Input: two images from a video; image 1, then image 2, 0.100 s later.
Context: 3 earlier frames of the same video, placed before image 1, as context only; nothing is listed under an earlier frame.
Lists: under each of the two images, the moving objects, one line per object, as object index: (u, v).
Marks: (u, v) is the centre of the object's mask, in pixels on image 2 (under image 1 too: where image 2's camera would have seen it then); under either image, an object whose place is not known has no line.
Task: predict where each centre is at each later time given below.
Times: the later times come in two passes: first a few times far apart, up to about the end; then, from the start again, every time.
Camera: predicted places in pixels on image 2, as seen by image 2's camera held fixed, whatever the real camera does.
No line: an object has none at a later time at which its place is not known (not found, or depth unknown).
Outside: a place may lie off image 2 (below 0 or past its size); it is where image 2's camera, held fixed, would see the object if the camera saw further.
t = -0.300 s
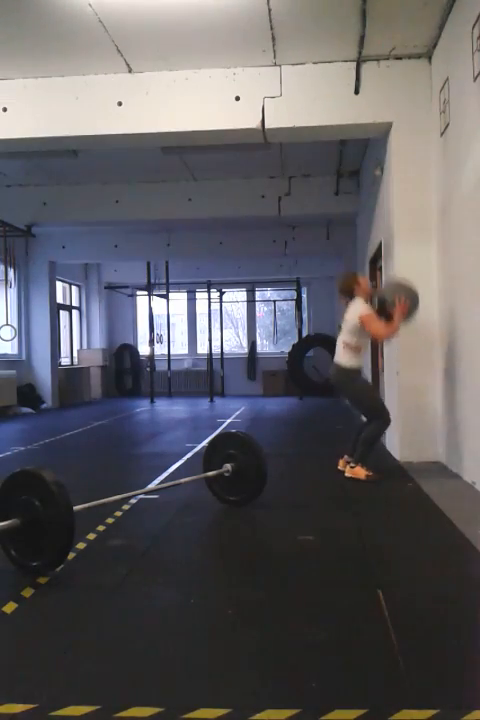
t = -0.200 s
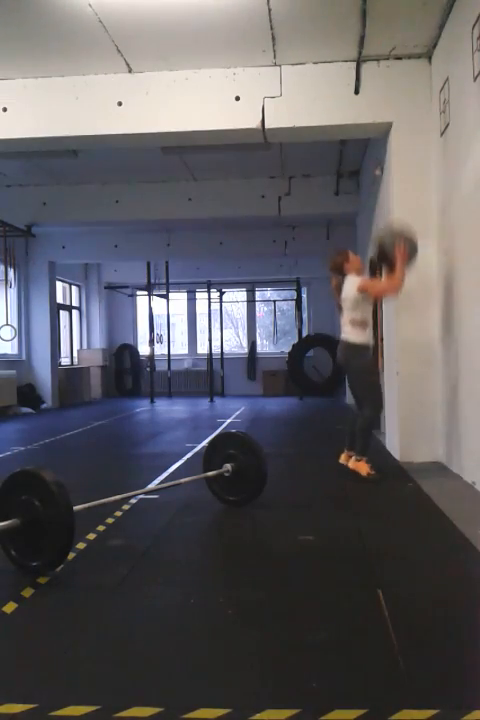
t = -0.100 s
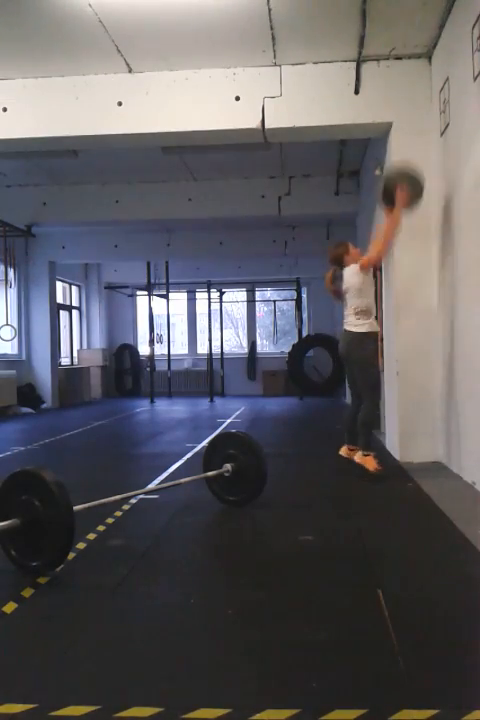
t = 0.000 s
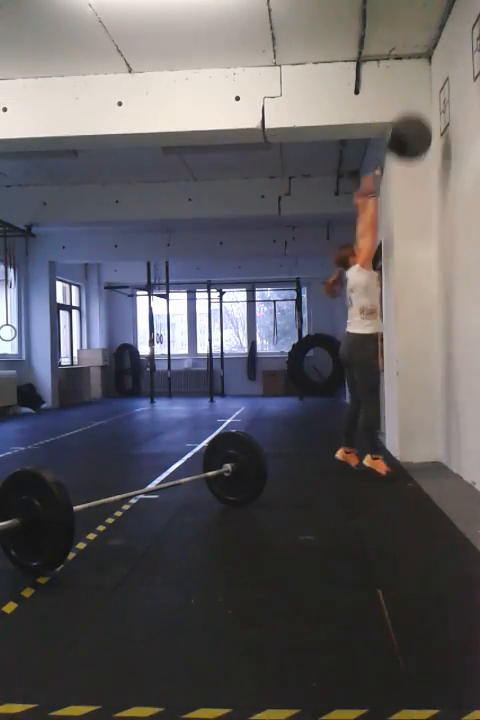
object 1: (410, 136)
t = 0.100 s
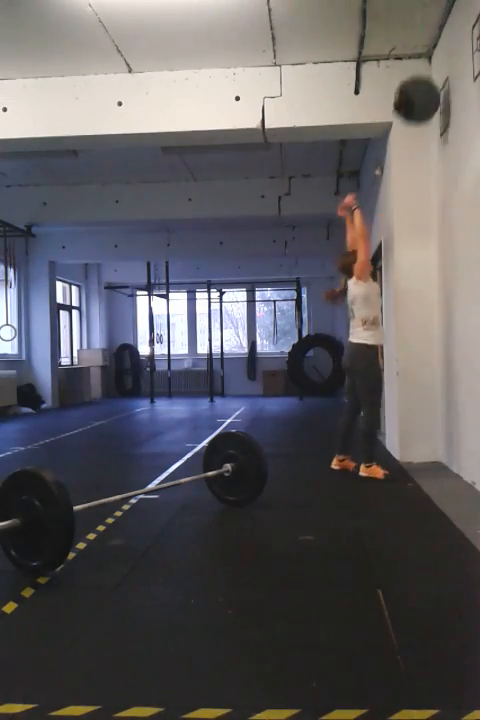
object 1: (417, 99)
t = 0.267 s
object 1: (424, 70)
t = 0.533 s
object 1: (408, 105)
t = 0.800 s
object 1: (392, 233)
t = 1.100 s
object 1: (373, 451)
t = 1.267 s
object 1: (358, 403)
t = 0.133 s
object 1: (419, 90)
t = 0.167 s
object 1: (422, 82)
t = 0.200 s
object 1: (425, 76)
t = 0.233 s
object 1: (426, 72)
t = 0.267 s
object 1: (424, 70)
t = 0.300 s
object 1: (422, 70)
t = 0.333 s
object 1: (420, 70)
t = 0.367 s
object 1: (418, 73)
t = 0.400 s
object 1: (416, 76)
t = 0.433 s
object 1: (414, 82)
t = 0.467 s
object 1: (412, 88)
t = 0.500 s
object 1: (410, 96)
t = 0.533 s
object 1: (408, 105)
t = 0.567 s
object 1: (406, 117)
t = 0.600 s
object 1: (404, 129)
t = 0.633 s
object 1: (402, 143)
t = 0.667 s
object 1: (400, 159)
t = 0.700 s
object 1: (397, 176)
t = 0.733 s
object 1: (396, 193)
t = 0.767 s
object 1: (394, 213)
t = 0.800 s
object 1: (392, 233)
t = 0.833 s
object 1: (389, 254)
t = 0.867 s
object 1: (387, 279)
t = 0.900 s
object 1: (386, 304)
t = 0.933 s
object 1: (385, 331)
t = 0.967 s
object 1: (383, 358)
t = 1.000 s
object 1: (382, 386)
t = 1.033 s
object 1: (380, 418)
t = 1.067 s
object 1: (375, 450)
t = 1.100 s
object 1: (373, 451)
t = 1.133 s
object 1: (371, 440)
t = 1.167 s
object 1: (368, 427)
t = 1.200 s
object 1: (364, 418)
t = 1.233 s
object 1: (360, 410)
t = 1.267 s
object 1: (358, 403)
